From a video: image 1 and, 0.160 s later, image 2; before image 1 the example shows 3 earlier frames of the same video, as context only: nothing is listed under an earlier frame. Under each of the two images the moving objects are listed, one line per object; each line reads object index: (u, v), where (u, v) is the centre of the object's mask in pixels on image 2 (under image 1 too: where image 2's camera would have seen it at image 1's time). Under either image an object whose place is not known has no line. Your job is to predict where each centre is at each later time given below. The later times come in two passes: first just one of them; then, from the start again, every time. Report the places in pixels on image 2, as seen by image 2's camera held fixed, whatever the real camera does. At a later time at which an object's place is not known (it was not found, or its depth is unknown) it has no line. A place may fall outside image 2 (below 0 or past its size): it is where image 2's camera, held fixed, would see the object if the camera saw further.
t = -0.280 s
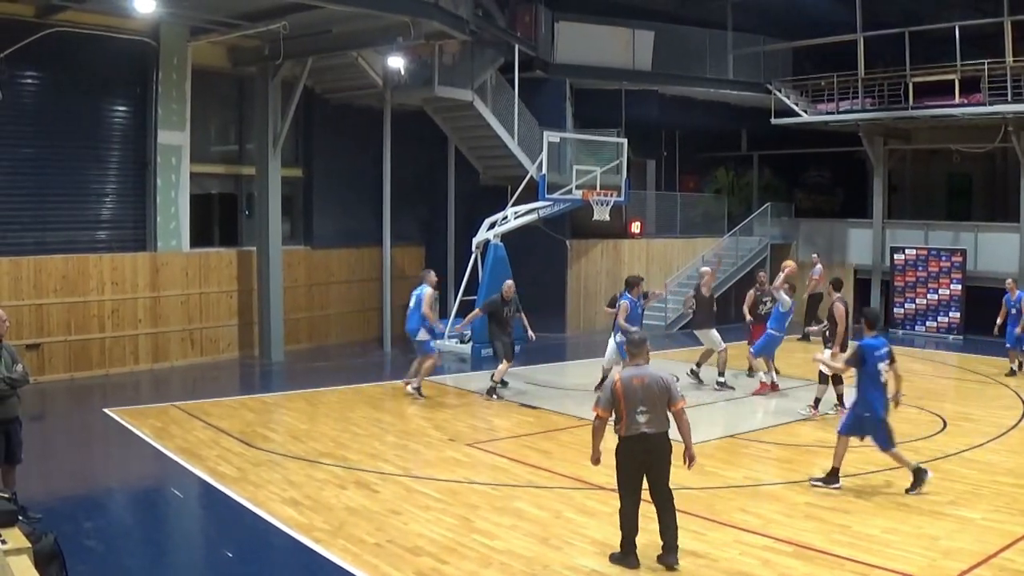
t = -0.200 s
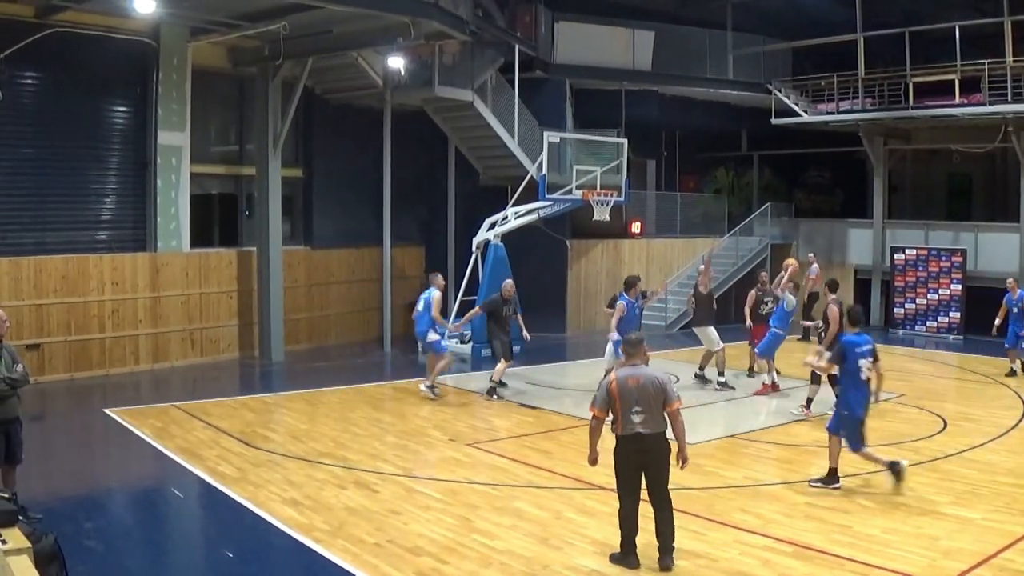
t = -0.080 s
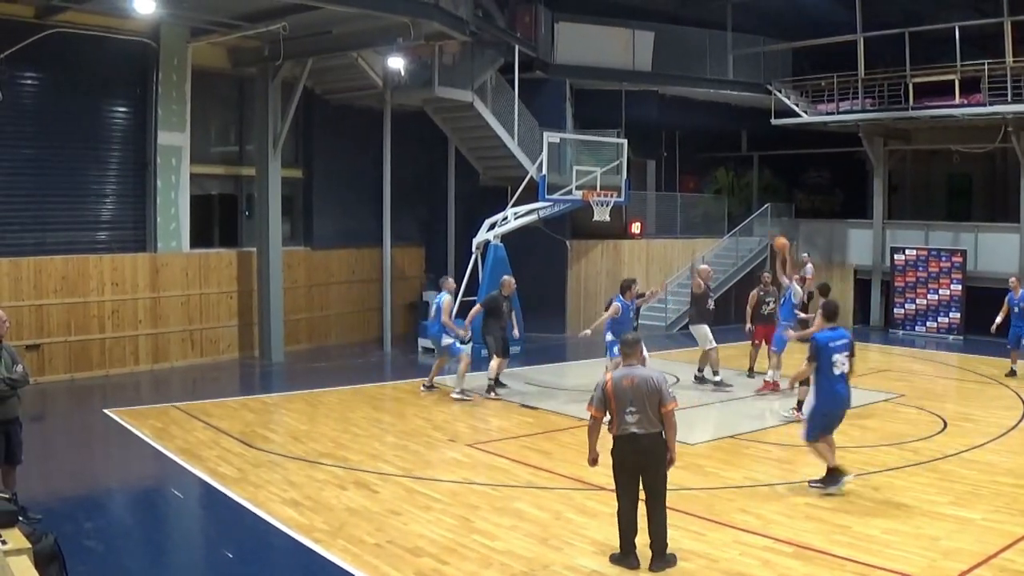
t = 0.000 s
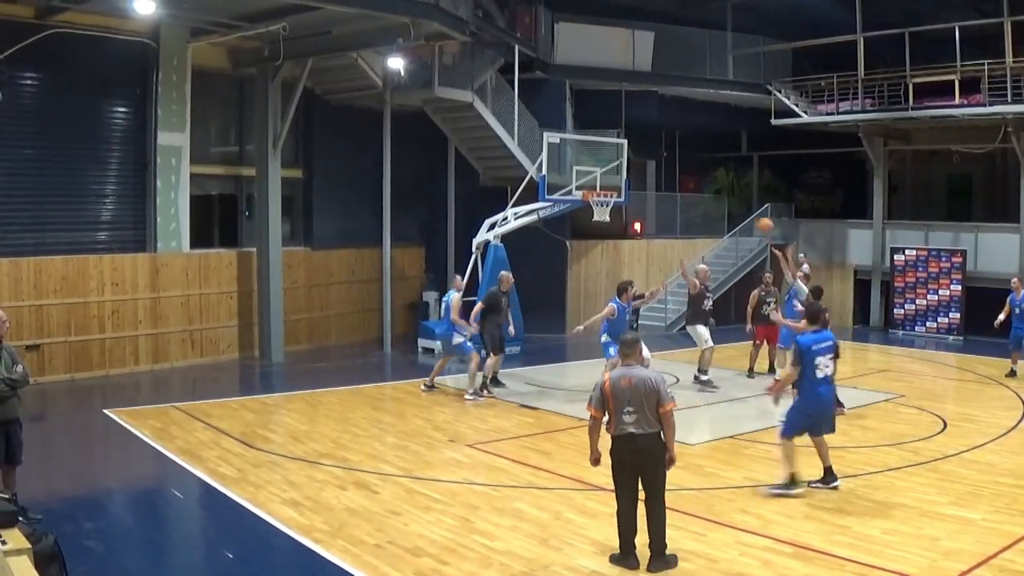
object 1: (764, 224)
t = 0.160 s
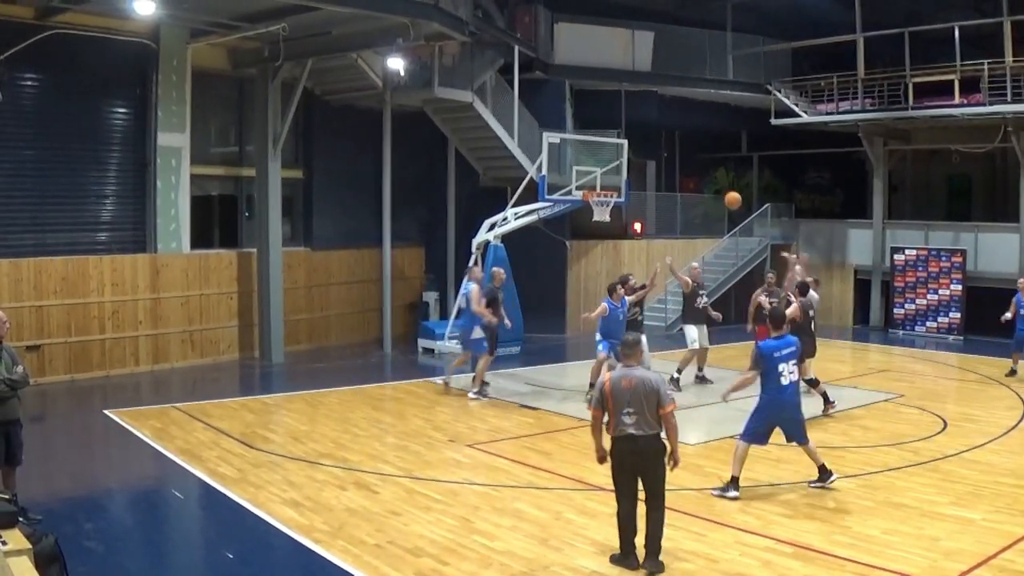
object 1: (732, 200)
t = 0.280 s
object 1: (708, 191)
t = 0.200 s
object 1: (724, 196)
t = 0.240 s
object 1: (716, 194)
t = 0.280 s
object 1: (708, 191)
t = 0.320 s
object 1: (699, 191)
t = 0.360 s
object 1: (691, 191)
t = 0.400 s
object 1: (683, 193)
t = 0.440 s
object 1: (674, 195)
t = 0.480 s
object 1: (666, 199)
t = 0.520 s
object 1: (659, 203)
